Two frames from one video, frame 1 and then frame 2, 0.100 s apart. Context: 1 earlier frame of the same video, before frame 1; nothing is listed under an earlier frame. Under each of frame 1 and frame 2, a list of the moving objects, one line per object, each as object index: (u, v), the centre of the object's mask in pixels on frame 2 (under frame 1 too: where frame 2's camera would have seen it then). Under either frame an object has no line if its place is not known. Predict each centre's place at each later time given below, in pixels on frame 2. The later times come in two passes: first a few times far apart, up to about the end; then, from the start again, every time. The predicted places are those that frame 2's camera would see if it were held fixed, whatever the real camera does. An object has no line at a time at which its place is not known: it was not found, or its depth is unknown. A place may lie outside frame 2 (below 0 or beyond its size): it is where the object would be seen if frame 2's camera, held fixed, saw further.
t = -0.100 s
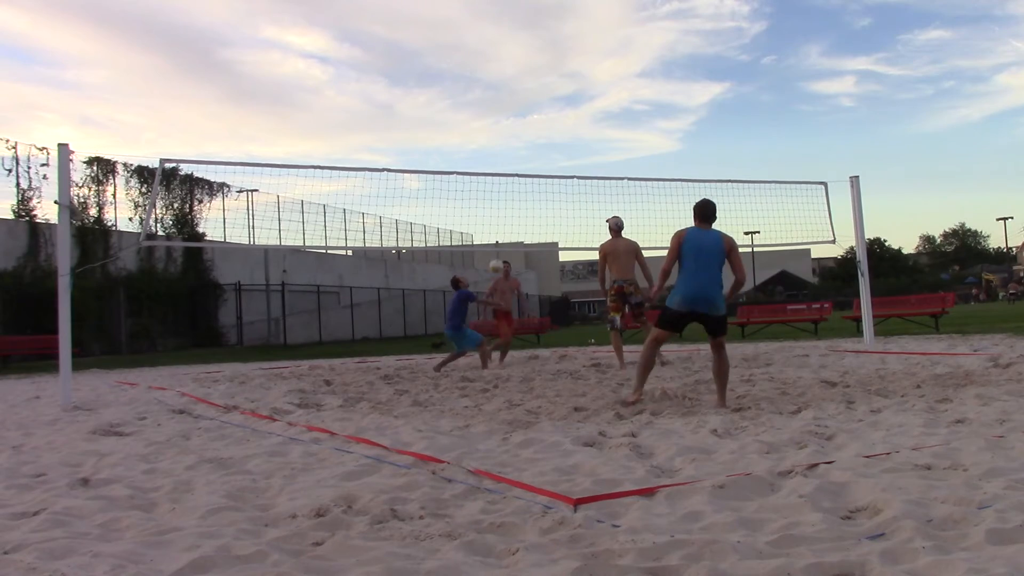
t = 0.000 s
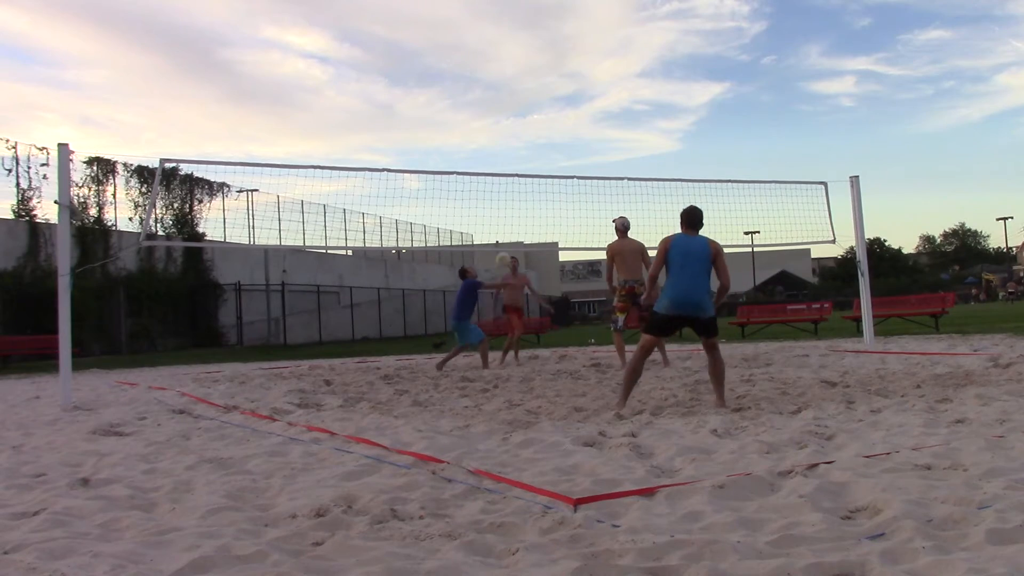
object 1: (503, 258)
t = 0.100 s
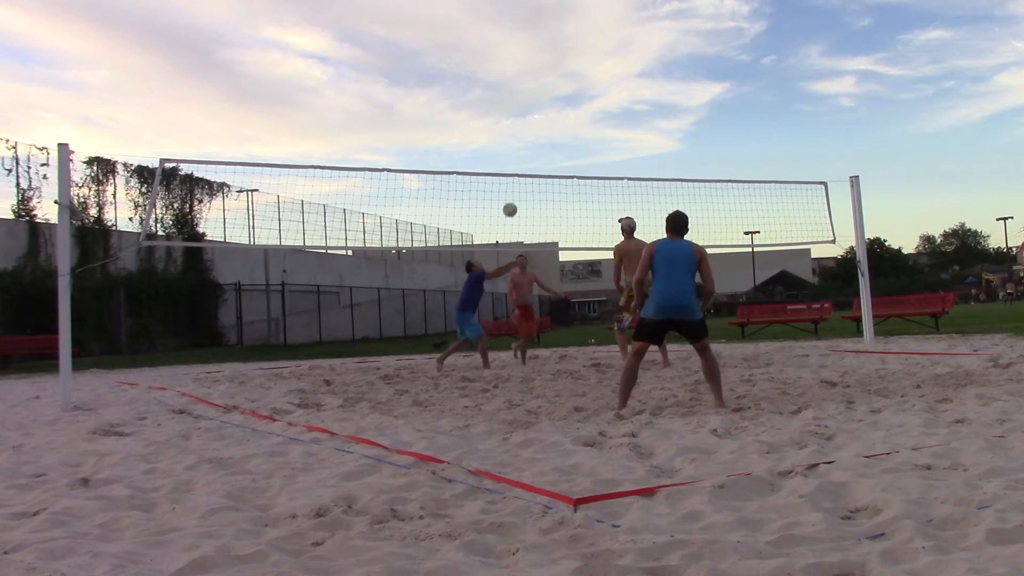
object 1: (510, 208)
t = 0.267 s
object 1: (521, 140)
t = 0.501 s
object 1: (538, 78)
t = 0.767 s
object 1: (559, 52)
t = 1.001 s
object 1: (579, 68)
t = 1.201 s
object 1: (597, 110)
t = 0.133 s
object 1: (511, 193)
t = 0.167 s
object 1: (514, 179)
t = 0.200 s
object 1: (516, 165)
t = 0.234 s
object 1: (518, 152)
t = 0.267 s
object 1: (521, 140)
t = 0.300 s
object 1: (523, 129)
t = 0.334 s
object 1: (526, 119)
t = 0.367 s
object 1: (528, 109)
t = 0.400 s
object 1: (530, 100)
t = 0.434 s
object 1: (533, 92)
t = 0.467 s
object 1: (535, 85)
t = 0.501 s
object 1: (538, 78)
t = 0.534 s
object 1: (540, 72)
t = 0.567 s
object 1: (543, 68)
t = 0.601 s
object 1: (545, 63)
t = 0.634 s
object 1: (548, 60)
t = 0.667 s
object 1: (551, 57)
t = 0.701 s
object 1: (554, 55)
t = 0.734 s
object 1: (556, 53)
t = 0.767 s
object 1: (559, 52)
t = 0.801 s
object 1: (562, 52)
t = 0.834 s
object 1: (565, 53)
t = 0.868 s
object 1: (568, 55)
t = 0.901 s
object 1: (570, 57)
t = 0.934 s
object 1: (574, 60)
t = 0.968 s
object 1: (576, 63)
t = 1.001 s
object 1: (579, 68)
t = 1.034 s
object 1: (582, 73)
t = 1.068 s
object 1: (585, 79)
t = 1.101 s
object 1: (588, 86)
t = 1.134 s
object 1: (591, 93)
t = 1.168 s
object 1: (594, 101)
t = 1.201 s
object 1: (597, 110)
